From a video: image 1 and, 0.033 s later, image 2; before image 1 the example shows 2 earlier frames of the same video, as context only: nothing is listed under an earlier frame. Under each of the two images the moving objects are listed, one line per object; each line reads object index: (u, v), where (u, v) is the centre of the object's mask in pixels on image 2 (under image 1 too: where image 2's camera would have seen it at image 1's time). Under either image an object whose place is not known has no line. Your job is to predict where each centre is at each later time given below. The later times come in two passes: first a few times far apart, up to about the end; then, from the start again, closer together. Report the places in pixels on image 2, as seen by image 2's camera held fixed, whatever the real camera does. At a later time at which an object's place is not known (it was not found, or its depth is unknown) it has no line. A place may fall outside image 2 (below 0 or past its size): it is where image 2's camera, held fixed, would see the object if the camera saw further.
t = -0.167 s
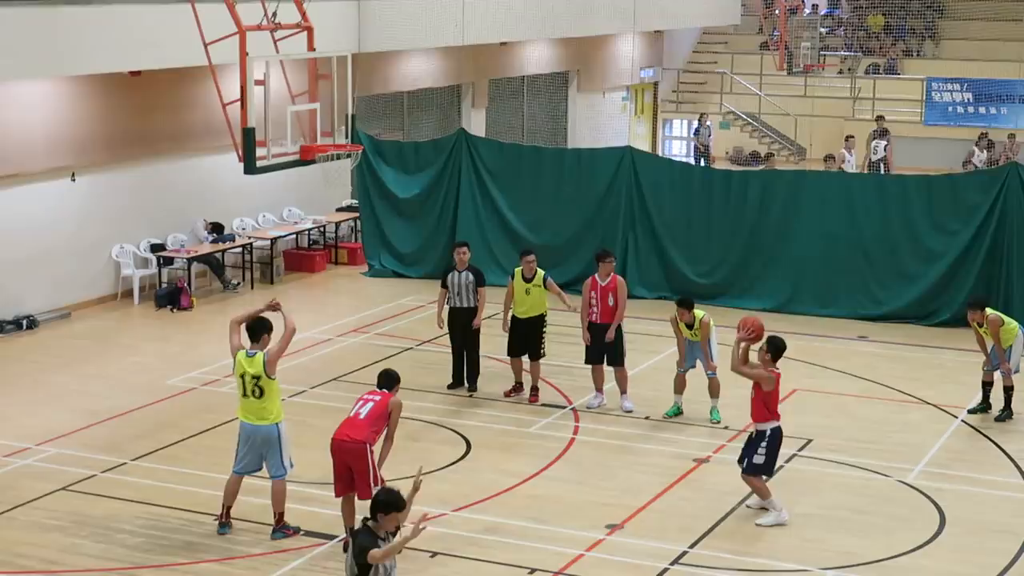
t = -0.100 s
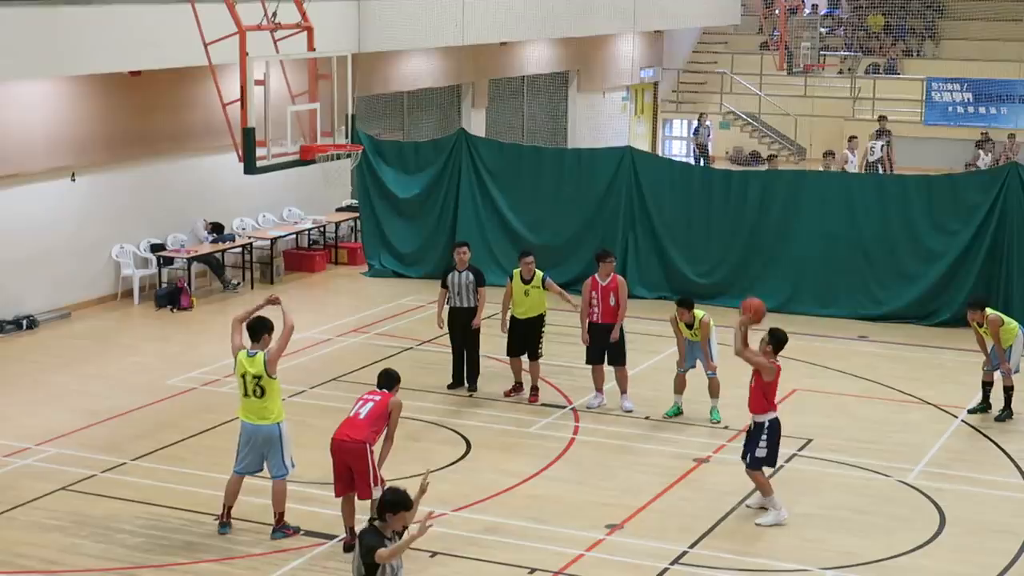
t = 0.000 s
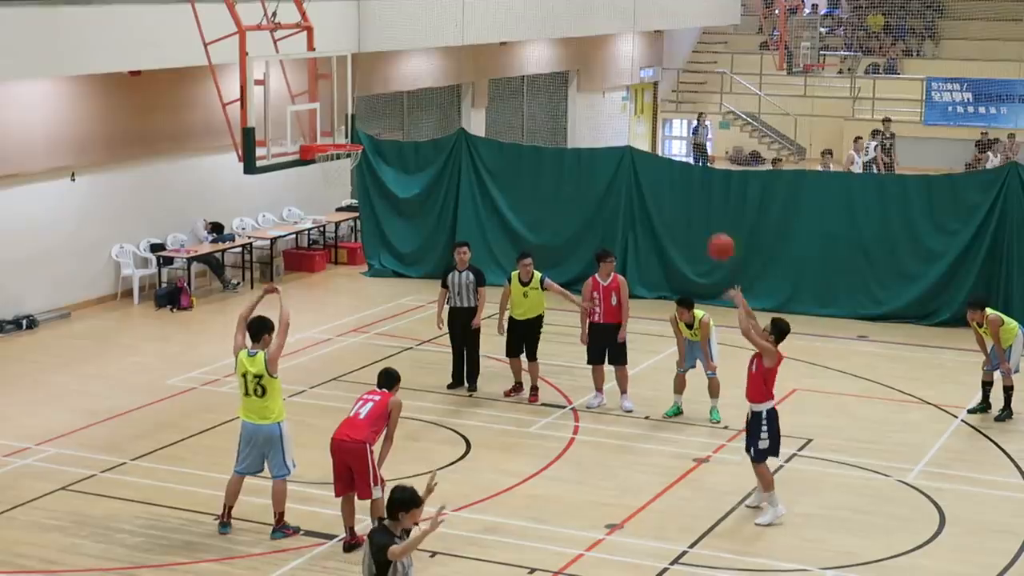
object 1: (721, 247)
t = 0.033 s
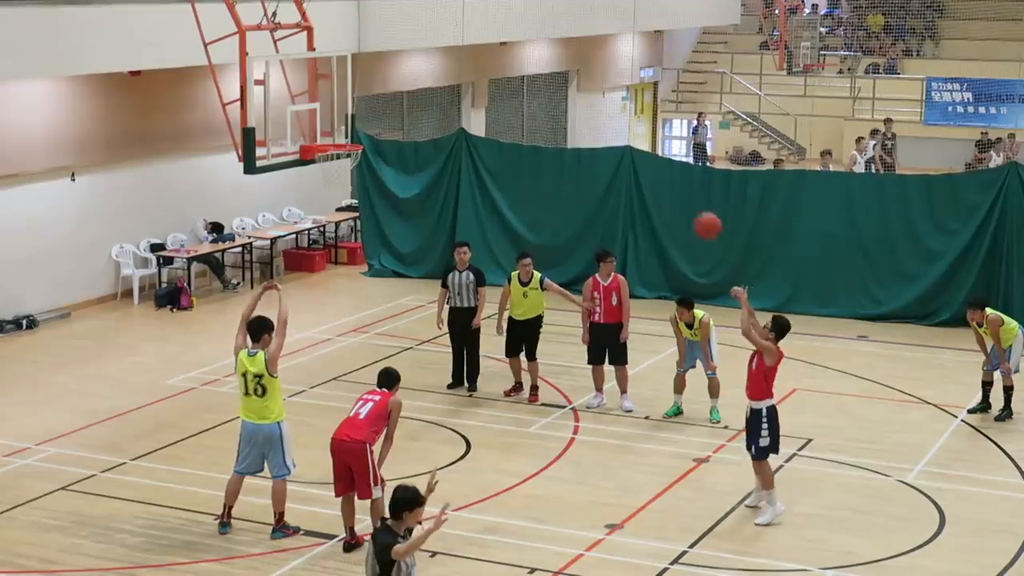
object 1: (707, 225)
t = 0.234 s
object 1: (626, 124)
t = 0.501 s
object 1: (523, 57)
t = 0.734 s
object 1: (437, 61)
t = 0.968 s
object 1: (357, 119)
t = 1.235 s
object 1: (339, 142)
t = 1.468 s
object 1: (321, 176)
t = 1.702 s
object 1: (335, 219)
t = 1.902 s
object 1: (346, 299)
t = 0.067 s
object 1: (693, 206)
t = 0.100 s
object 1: (680, 187)
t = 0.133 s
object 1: (667, 170)
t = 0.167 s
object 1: (653, 154)
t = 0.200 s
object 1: (639, 138)
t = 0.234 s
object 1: (626, 124)
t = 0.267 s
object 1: (613, 111)
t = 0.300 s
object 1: (600, 100)
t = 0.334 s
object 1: (587, 90)
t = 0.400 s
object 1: (561, 73)
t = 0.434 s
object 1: (548, 66)
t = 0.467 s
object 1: (535, 62)
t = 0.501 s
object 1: (523, 57)
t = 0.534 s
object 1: (510, 55)
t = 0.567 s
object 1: (498, 53)
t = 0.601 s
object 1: (486, 52)
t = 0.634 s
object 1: (473, 53)
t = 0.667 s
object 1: (461, 54)
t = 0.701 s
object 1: (449, 57)
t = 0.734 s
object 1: (437, 61)
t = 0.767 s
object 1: (426, 66)
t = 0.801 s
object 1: (414, 72)
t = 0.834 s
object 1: (402, 79)
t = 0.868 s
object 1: (391, 88)
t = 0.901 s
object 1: (380, 97)
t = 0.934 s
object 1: (369, 107)
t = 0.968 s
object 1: (357, 119)
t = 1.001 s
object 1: (347, 131)
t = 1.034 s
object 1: (337, 138)
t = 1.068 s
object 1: (334, 141)
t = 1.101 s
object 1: (331, 141)
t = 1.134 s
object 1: (341, 141)
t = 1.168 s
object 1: (349, 142)
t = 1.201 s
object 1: (343, 142)
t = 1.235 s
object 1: (339, 142)
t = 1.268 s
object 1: (335, 153)
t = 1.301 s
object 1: (331, 161)
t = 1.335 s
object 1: (325, 164)
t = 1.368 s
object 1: (321, 169)
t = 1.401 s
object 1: (319, 173)
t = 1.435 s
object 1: (319, 174)
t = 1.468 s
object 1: (321, 176)
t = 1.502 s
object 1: (323, 180)
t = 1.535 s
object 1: (325, 183)
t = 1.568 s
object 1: (327, 188)
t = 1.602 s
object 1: (329, 194)
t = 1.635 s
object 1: (330, 201)
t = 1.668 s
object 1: (333, 209)
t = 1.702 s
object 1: (335, 219)
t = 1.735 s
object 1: (337, 230)
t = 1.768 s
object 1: (338, 241)
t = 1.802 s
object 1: (340, 254)
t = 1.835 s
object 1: (343, 269)
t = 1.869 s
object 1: (344, 283)
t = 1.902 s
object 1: (346, 299)
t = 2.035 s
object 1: (354, 375)
